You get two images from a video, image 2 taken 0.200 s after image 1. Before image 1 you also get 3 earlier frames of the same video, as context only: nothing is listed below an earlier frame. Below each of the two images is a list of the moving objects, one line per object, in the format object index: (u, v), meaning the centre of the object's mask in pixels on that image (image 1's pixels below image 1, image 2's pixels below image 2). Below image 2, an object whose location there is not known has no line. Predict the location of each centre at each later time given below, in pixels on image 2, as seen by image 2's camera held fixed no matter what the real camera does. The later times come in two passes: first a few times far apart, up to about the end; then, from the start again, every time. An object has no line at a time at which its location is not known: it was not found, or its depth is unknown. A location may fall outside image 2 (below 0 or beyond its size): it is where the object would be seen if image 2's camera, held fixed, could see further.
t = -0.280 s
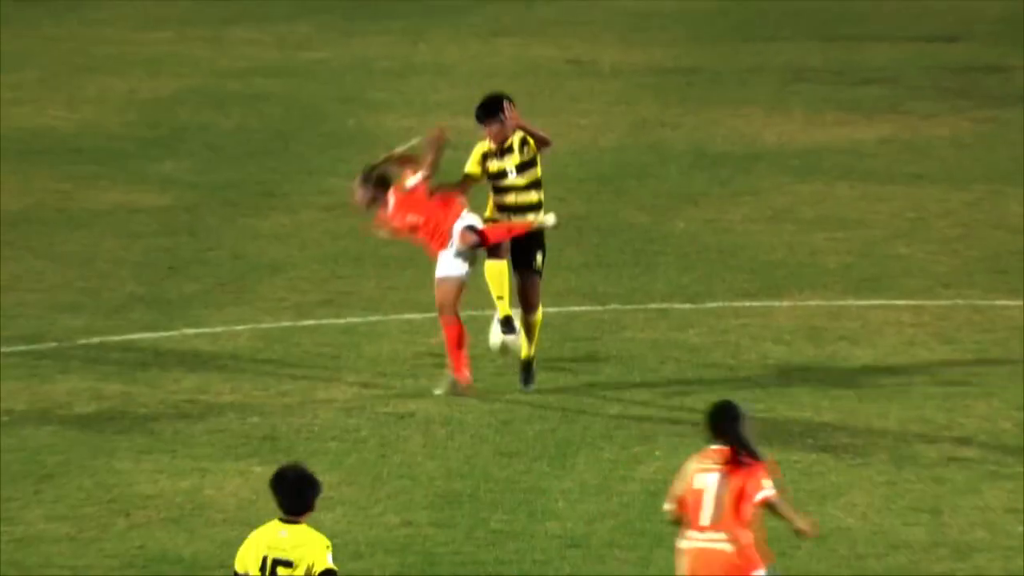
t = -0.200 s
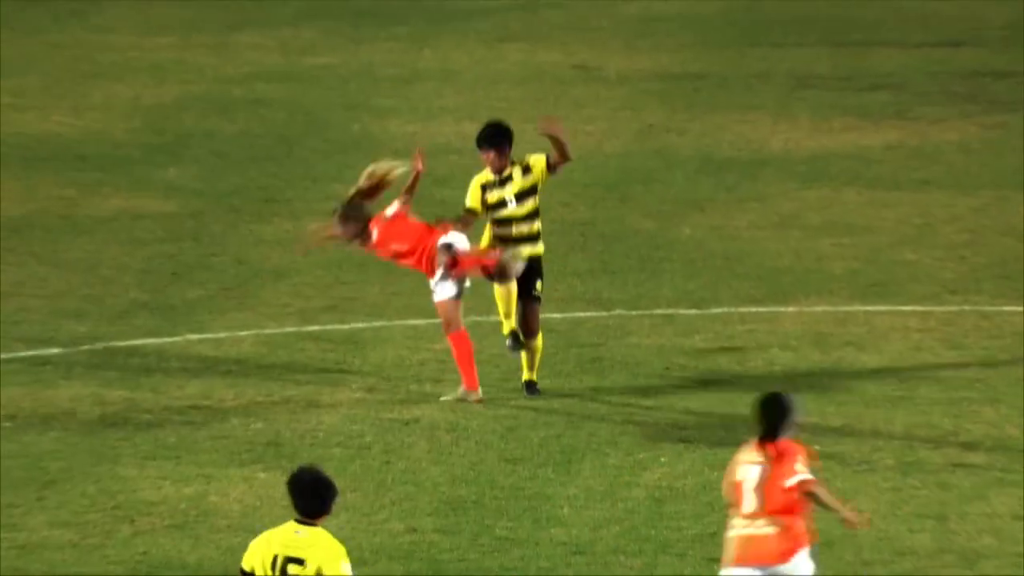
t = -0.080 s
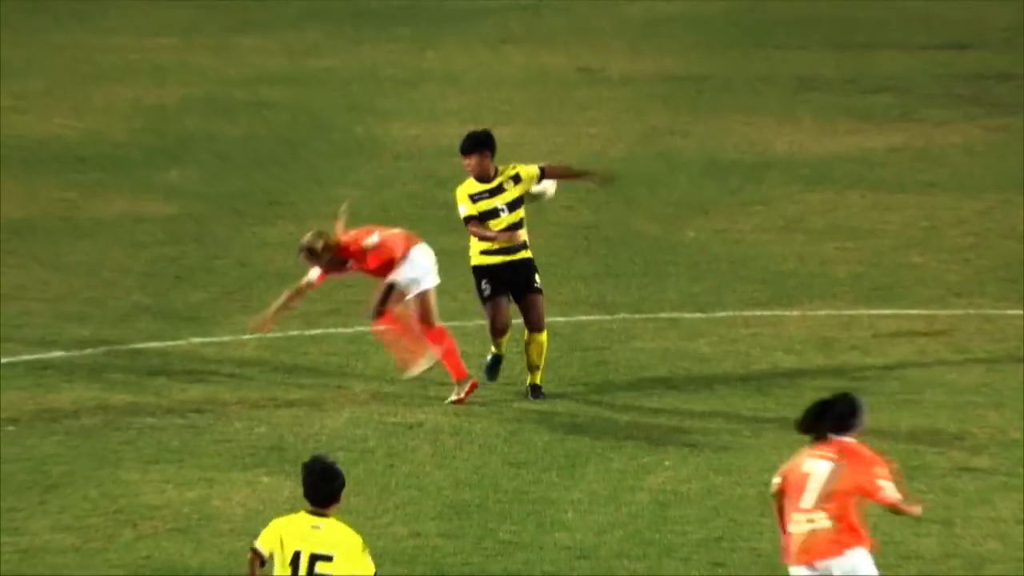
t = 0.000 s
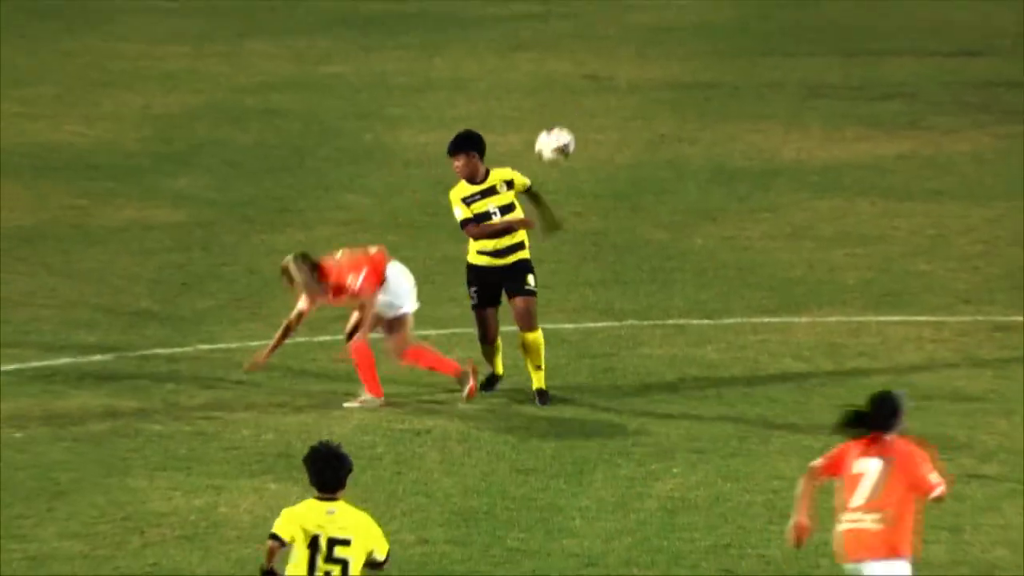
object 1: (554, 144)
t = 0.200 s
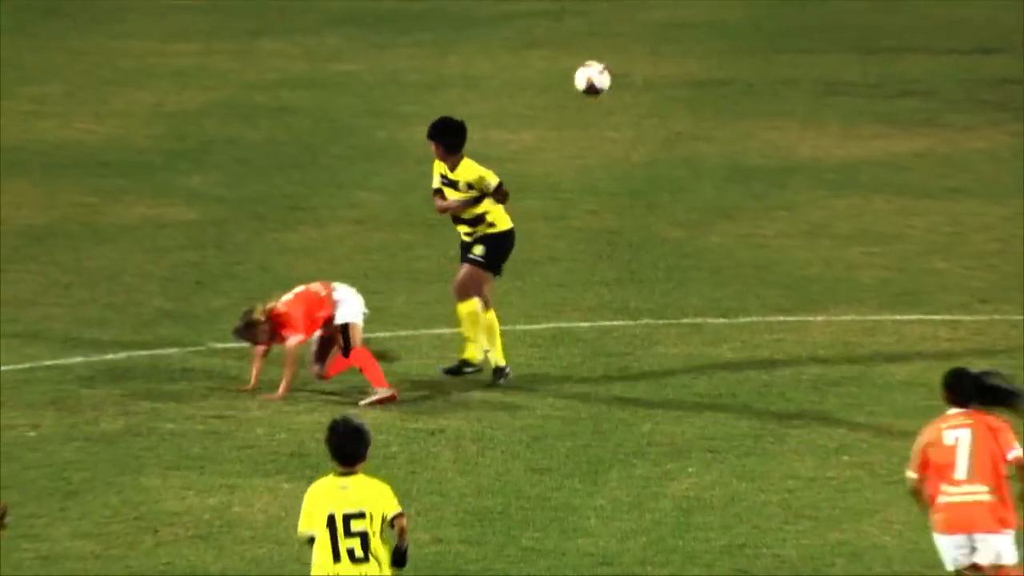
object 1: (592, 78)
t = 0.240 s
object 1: (596, 76)
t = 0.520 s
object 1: (627, 107)
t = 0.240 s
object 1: (596, 76)
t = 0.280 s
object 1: (599, 73)
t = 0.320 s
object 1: (608, 72)
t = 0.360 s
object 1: (612, 73)
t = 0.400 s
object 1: (616, 79)
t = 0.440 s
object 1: (620, 87)
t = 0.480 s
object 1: (622, 96)
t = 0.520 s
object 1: (627, 107)
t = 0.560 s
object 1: (631, 123)
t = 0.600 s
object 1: (637, 138)
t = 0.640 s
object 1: (638, 156)
